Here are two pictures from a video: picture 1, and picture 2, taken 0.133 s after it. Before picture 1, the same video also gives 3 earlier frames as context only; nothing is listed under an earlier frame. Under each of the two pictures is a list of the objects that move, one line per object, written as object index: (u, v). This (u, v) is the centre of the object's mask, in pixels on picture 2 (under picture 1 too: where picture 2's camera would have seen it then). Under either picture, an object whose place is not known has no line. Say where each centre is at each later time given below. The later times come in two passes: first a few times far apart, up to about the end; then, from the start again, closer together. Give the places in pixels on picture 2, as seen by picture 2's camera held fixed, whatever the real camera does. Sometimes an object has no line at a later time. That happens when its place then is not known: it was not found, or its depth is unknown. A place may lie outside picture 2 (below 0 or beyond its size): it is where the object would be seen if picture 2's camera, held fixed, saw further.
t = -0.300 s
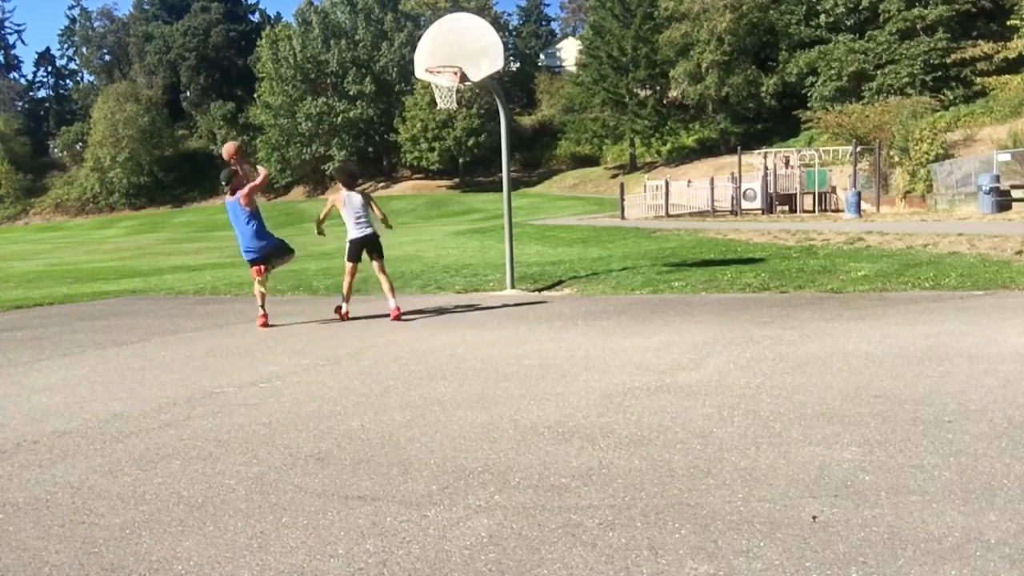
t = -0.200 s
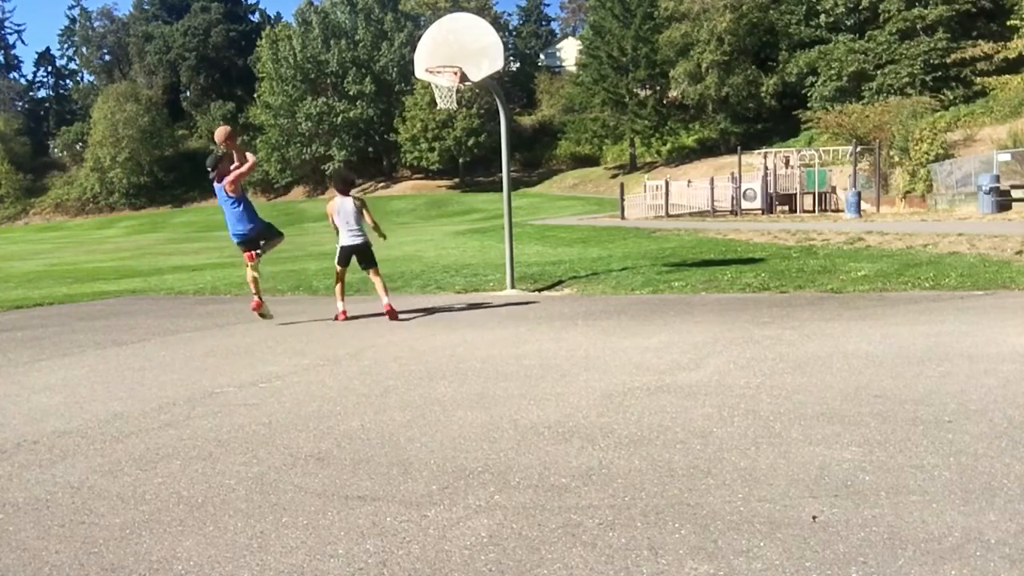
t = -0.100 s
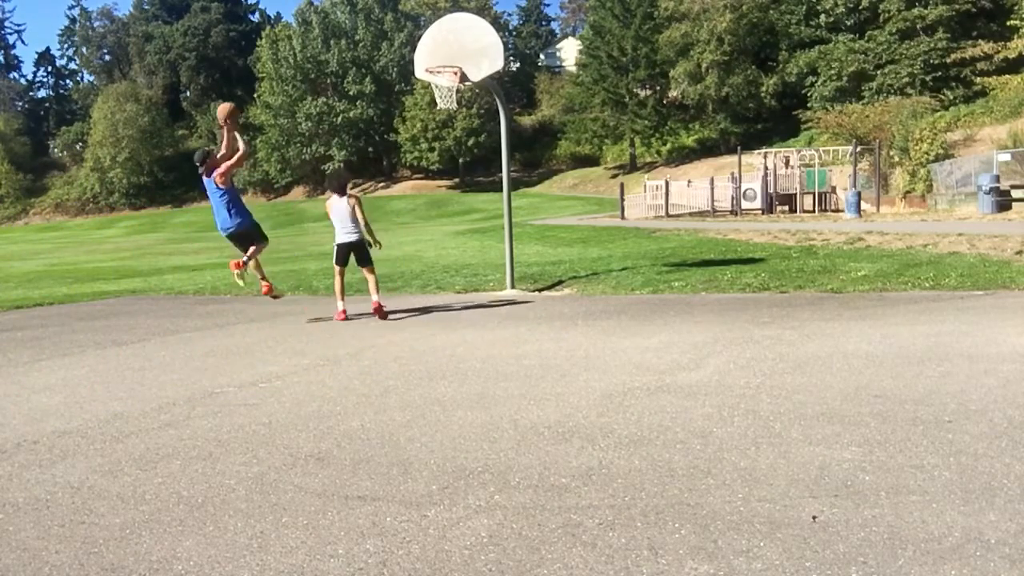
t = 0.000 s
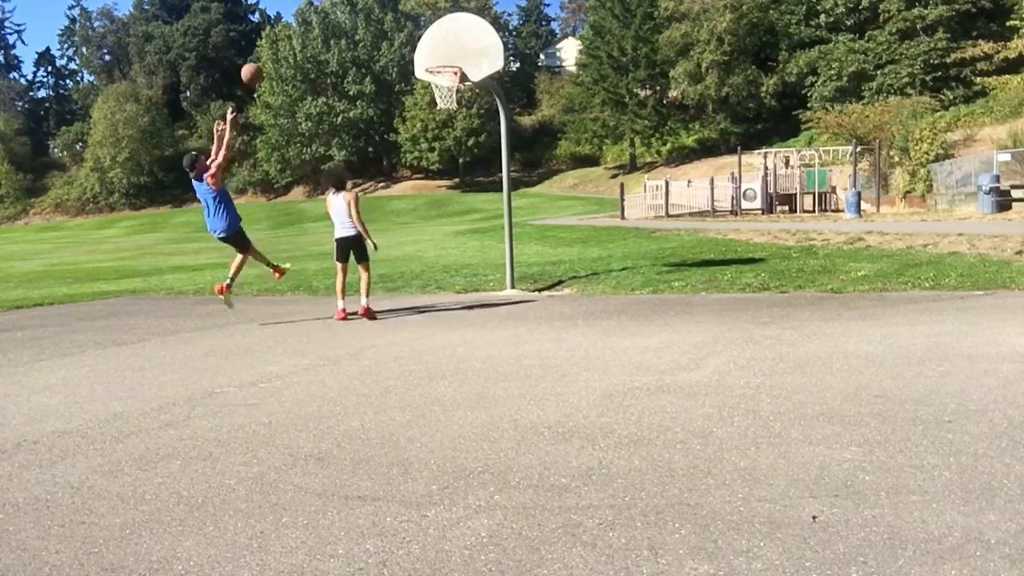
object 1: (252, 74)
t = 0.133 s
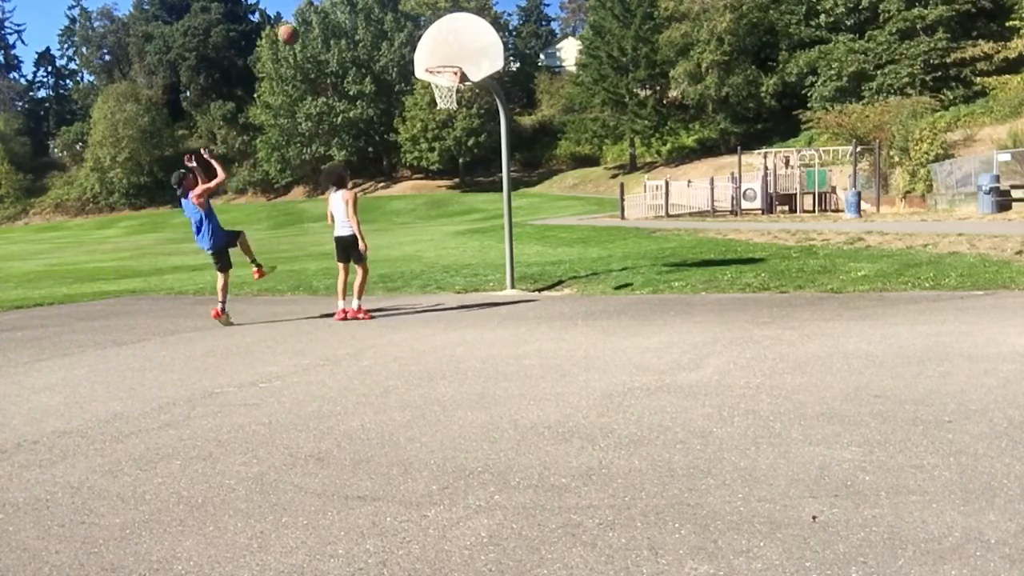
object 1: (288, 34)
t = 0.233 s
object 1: (314, 16)
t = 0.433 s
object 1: (365, 7)
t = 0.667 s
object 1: (424, 36)
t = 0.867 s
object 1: (448, 46)
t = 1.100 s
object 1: (446, 34)
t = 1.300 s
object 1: (445, 56)
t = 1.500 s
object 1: (452, 46)
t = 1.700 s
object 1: (459, 50)
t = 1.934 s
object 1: (464, 52)
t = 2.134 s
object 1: (478, 60)
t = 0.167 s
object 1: (297, 27)
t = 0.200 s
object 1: (306, 21)
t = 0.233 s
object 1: (314, 16)
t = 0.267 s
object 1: (323, 12)
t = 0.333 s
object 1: (341, 8)
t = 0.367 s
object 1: (350, 8)
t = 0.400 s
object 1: (359, 7)
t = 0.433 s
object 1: (365, 7)
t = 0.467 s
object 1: (373, 8)
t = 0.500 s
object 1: (382, 10)
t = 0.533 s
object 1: (390, 15)
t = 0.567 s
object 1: (400, 20)
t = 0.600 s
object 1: (405, 22)
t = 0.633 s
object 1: (414, 29)
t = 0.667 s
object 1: (424, 36)
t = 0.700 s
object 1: (432, 44)
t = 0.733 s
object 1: (439, 52)
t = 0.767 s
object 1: (446, 59)
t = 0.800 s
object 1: (449, 56)
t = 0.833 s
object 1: (449, 51)
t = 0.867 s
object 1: (448, 46)
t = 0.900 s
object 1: (448, 42)
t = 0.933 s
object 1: (448, 38)
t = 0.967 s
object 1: (447, 36)
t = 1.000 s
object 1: (447, 34)
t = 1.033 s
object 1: (446, 33)
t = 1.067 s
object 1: (446, 33)
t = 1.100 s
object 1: (446, 34)
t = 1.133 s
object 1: (446, 35)
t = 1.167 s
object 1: (446, 37)
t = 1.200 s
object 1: (446, 40)
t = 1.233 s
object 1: (446, 45)
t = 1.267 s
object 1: (445, 50)
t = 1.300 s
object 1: (445, 56)
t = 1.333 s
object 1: (446, 54)
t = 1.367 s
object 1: (447, 50)
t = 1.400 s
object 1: (448, 48)
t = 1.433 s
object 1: (449, 46)
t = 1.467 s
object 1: (451, 45)
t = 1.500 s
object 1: (452, 46)
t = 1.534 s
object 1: (454, 47)
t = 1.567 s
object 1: (455, 50)
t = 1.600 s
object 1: (456, 53)
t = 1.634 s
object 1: (457, 57)
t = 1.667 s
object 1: (458, 53)
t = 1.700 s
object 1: (459, 50)
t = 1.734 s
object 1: (459, 48)
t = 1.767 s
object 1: (460, 47)
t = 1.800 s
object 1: (461, 46)
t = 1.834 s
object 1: (462, 46)
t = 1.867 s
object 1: (462, 47)
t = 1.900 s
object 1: (463, 49)
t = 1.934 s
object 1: (464, 52)
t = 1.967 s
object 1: (465, 56)
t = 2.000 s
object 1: (466, 59)
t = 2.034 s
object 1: (469, 59)
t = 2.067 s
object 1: (472, 59)
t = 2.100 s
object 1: (475, 60)
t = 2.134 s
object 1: (478, 60)
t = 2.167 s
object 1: (478, 61)
